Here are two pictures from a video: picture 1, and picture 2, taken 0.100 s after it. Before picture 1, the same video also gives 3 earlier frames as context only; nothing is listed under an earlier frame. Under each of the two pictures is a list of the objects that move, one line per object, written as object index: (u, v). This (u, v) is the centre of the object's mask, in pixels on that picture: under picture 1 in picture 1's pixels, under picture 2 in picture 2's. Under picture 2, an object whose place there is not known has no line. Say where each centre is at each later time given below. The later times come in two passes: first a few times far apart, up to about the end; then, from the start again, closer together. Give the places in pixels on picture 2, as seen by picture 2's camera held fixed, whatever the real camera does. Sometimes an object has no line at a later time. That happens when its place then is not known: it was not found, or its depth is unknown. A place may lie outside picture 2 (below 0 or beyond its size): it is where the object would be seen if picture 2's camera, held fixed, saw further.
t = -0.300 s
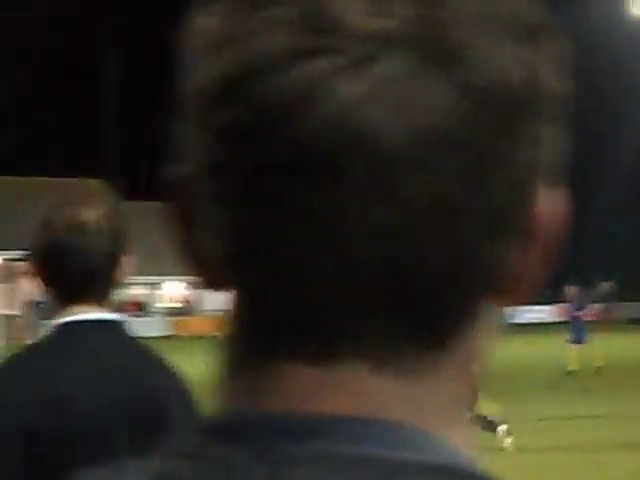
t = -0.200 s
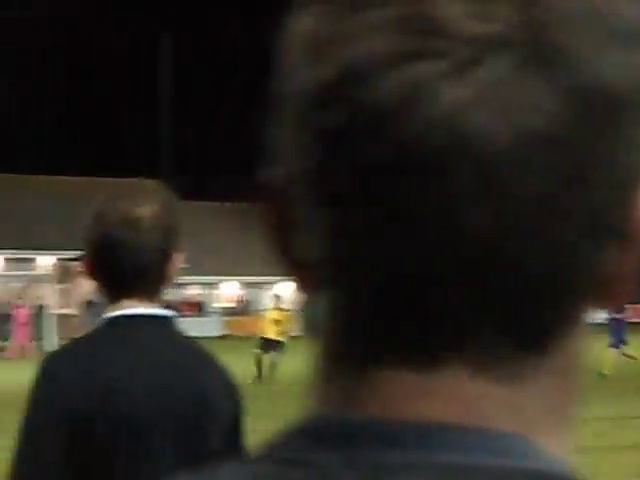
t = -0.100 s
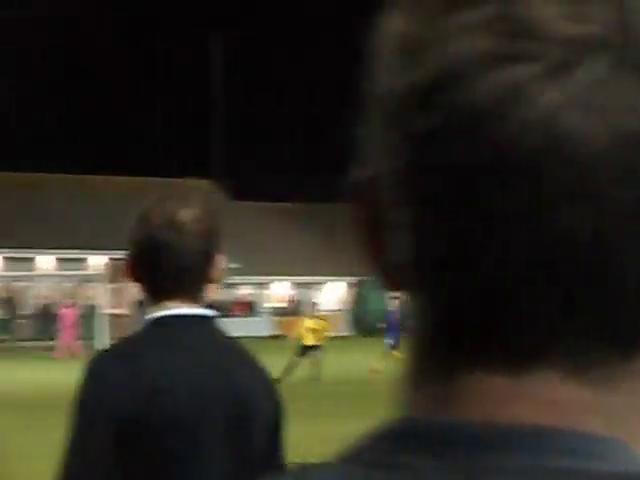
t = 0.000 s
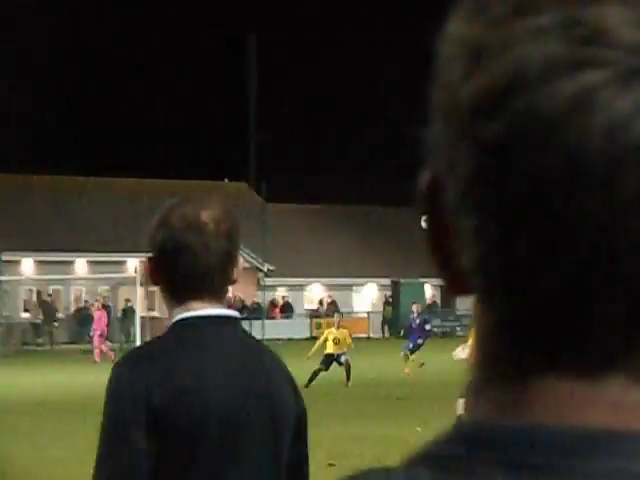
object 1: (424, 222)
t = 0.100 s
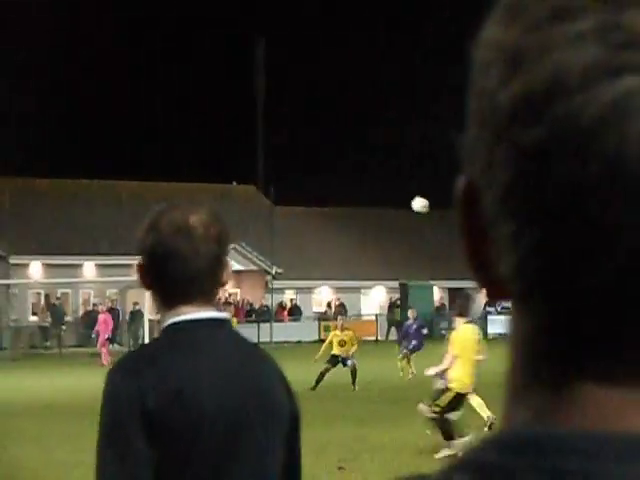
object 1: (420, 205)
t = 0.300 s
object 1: (398, 182)
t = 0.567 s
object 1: (389, 188)
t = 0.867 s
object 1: (388, 224)
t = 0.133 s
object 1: (414, 199)
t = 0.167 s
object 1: (410, 194)
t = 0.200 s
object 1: (406, 191)
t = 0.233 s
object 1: (402, 187)
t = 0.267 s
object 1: (398, 184)
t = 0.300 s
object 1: (398, 182)
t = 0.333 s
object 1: (395, 181)
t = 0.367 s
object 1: (395, 180)
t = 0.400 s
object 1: (393, 179)
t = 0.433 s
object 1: (391, 180)
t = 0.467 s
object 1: (390, 182)
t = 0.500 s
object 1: (390, 184)
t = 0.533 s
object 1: (389, 186)
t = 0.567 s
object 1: (389, 188)
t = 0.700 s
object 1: (388, 200)
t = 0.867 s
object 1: (388, 224)
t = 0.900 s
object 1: (390, 230)
